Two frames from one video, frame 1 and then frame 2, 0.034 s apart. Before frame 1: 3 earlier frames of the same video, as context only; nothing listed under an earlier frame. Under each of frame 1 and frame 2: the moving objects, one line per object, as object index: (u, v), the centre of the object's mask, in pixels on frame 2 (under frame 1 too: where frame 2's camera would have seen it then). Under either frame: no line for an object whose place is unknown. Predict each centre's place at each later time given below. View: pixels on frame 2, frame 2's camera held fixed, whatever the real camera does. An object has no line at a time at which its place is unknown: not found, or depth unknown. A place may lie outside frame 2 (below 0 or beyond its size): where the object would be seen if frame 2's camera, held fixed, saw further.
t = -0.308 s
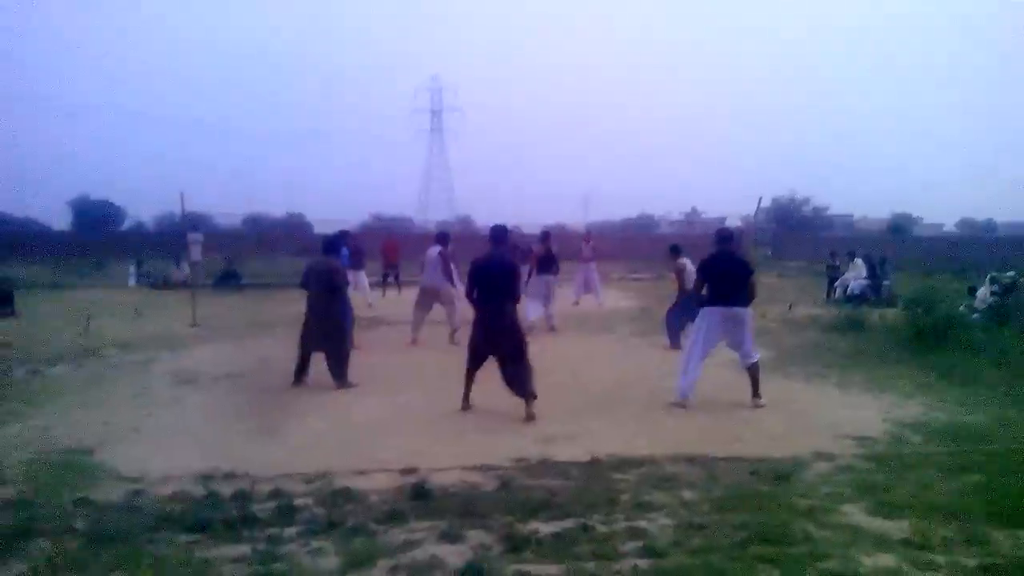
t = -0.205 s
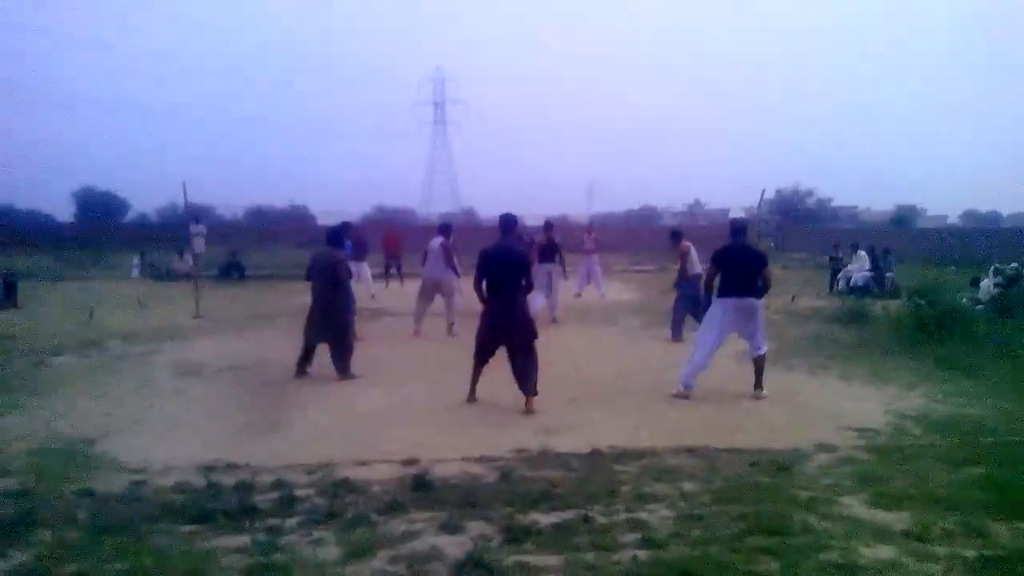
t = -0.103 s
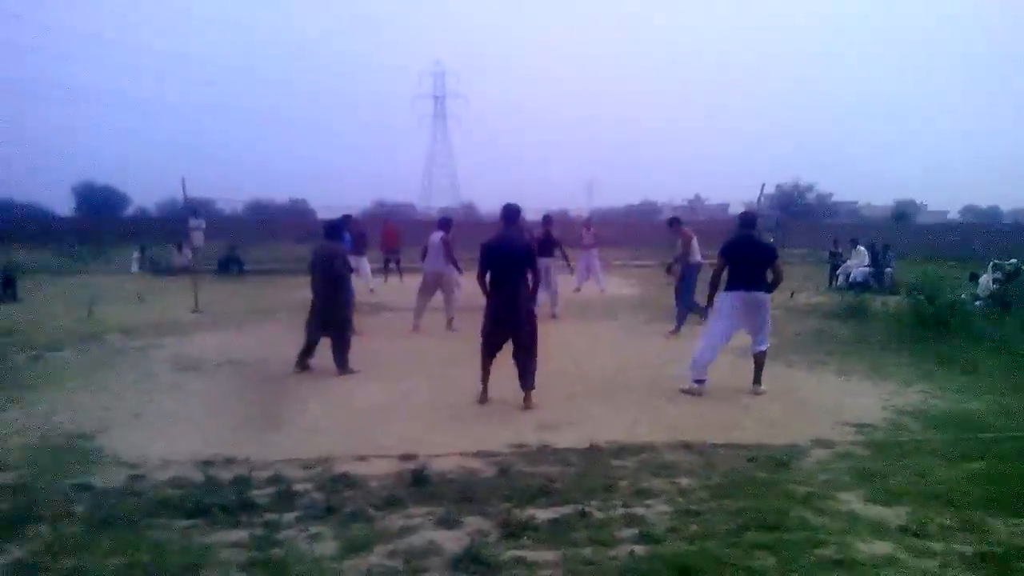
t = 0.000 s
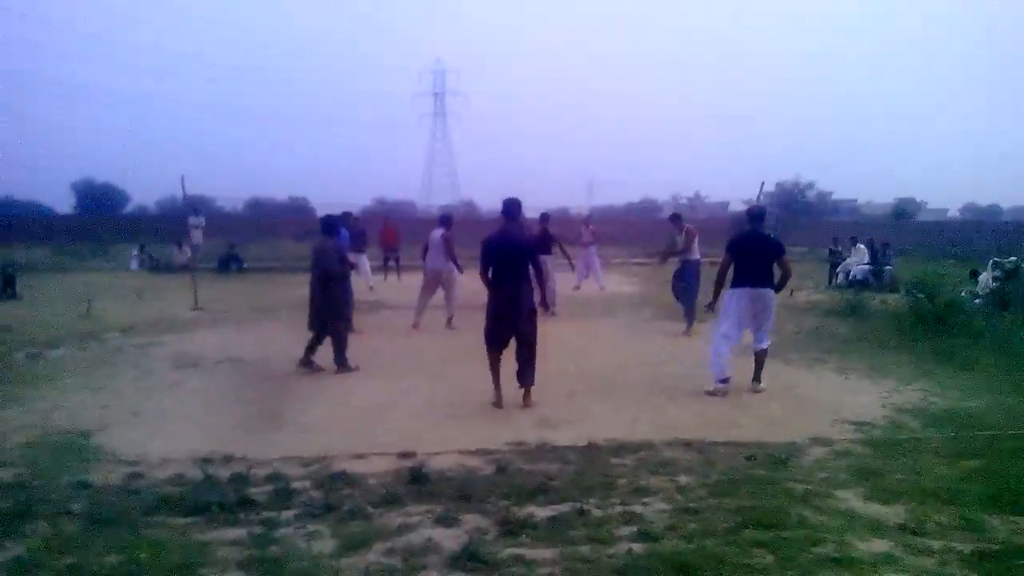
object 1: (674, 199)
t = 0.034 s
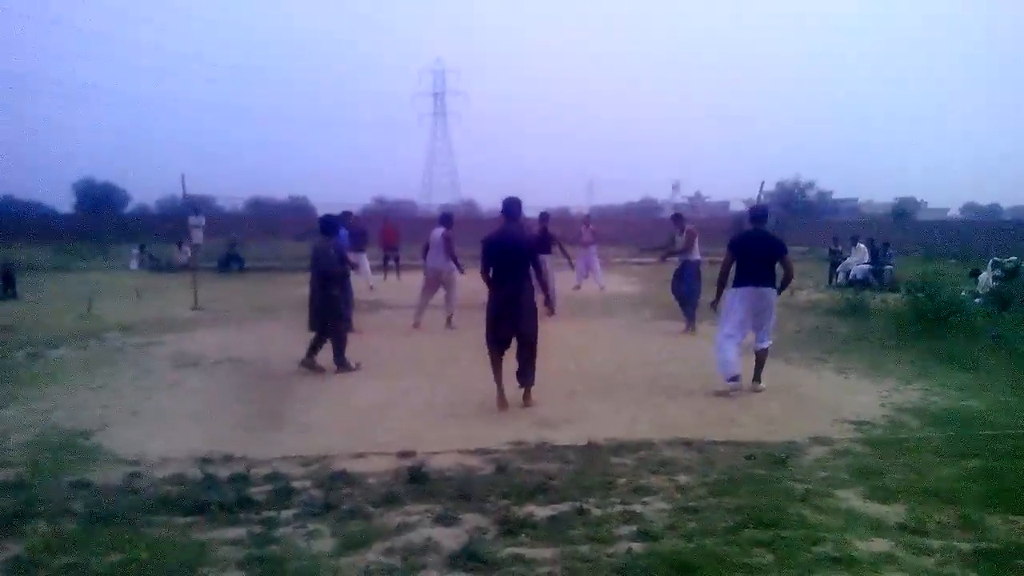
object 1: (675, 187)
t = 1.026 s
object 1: (645, 174)
